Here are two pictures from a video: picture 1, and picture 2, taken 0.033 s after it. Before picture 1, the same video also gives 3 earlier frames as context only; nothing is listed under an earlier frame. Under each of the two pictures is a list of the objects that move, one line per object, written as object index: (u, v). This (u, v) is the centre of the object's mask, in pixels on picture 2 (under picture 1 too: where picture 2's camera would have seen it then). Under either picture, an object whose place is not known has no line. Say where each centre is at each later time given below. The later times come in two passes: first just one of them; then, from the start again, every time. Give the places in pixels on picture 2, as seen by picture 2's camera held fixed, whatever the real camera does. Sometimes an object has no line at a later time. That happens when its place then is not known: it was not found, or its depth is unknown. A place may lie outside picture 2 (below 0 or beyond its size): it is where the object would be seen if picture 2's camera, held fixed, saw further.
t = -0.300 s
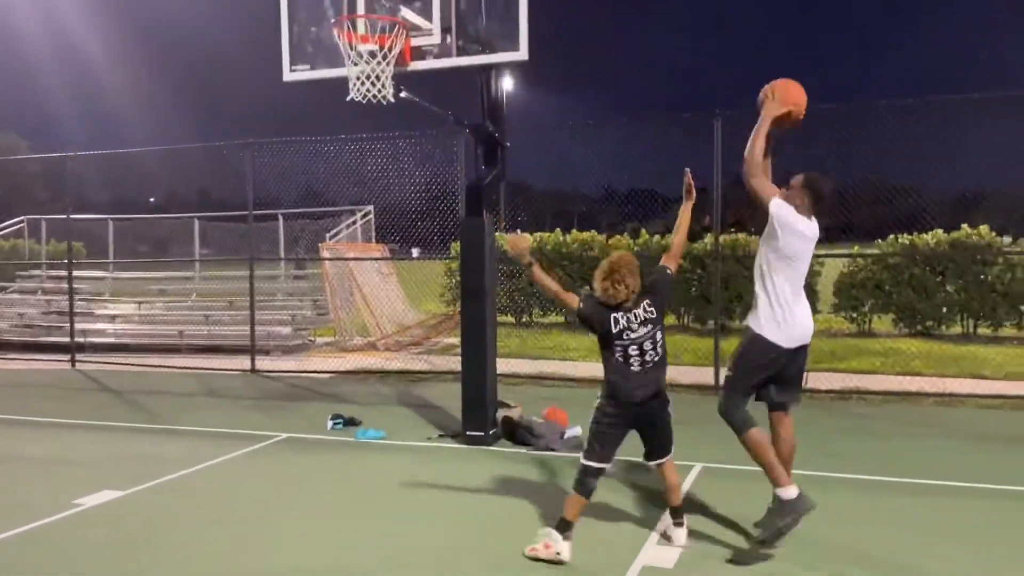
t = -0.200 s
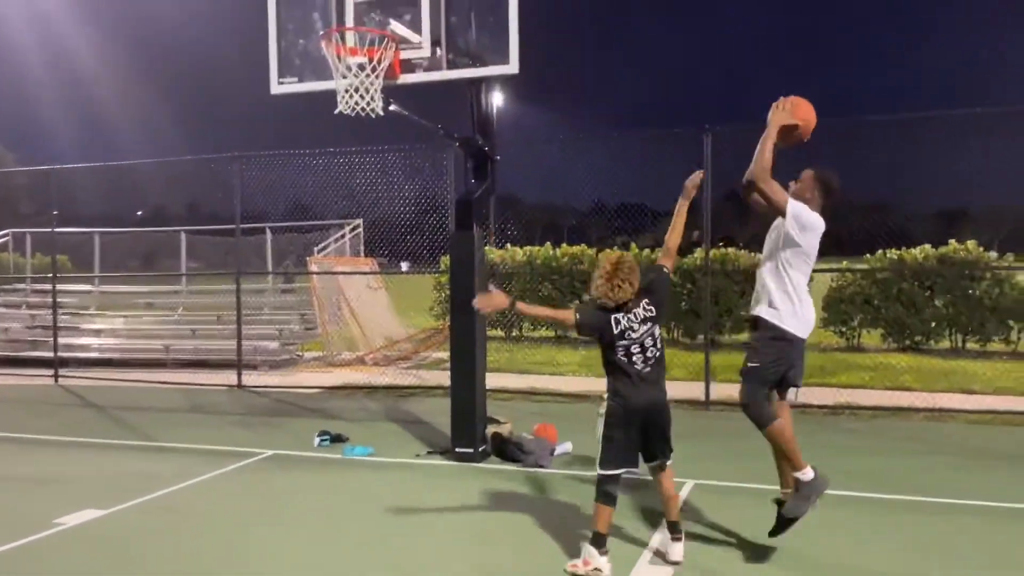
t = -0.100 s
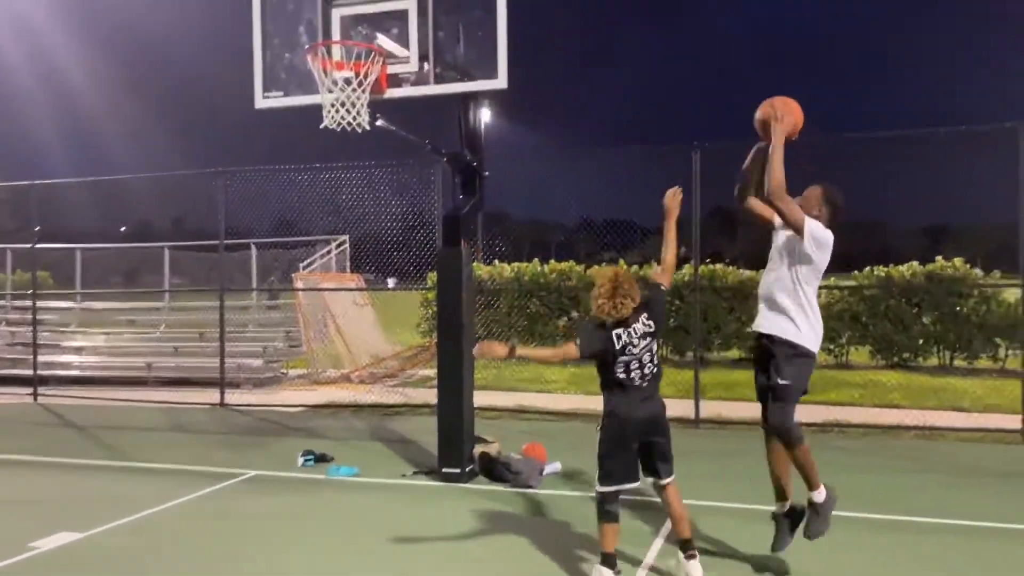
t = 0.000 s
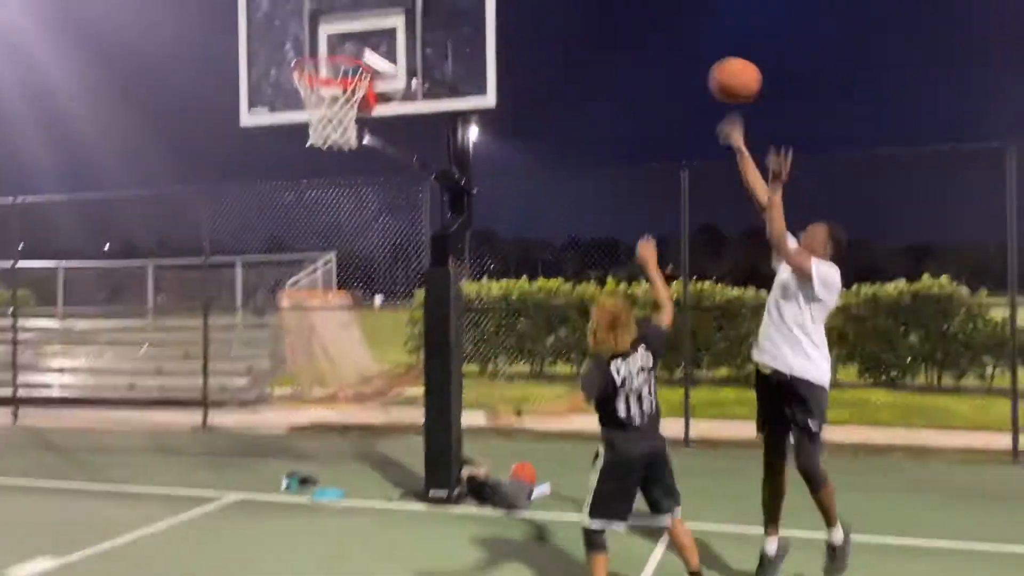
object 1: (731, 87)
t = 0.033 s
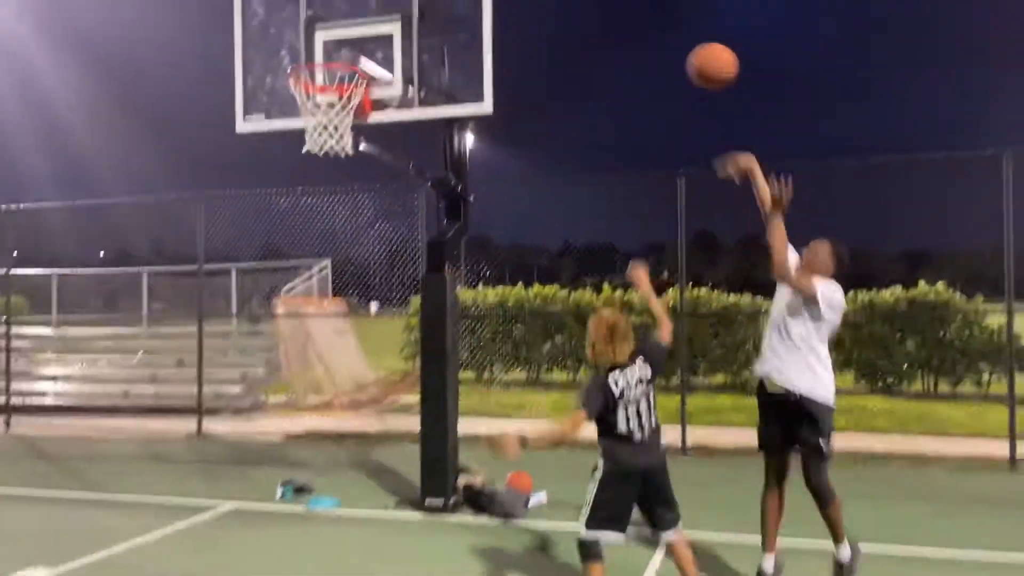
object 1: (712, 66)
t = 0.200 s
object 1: (619, -7)
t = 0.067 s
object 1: (693, 47)
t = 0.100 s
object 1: (674, 30)
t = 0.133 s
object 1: (656, 15)
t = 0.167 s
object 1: (637, 2)
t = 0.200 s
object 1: (619, -7)
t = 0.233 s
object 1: (601, -13)
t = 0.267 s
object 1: (584, -19)
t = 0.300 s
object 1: (566, -23)
